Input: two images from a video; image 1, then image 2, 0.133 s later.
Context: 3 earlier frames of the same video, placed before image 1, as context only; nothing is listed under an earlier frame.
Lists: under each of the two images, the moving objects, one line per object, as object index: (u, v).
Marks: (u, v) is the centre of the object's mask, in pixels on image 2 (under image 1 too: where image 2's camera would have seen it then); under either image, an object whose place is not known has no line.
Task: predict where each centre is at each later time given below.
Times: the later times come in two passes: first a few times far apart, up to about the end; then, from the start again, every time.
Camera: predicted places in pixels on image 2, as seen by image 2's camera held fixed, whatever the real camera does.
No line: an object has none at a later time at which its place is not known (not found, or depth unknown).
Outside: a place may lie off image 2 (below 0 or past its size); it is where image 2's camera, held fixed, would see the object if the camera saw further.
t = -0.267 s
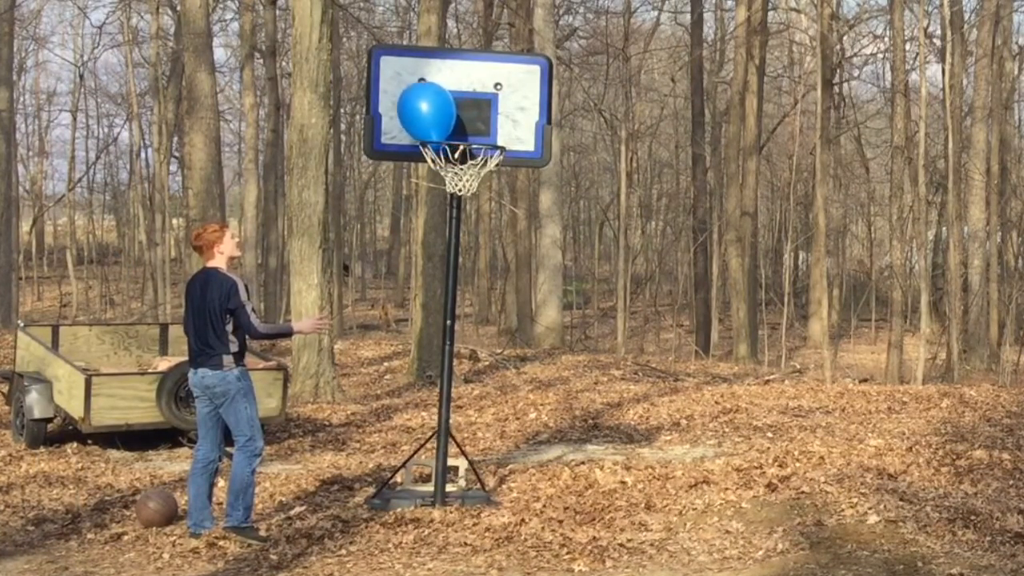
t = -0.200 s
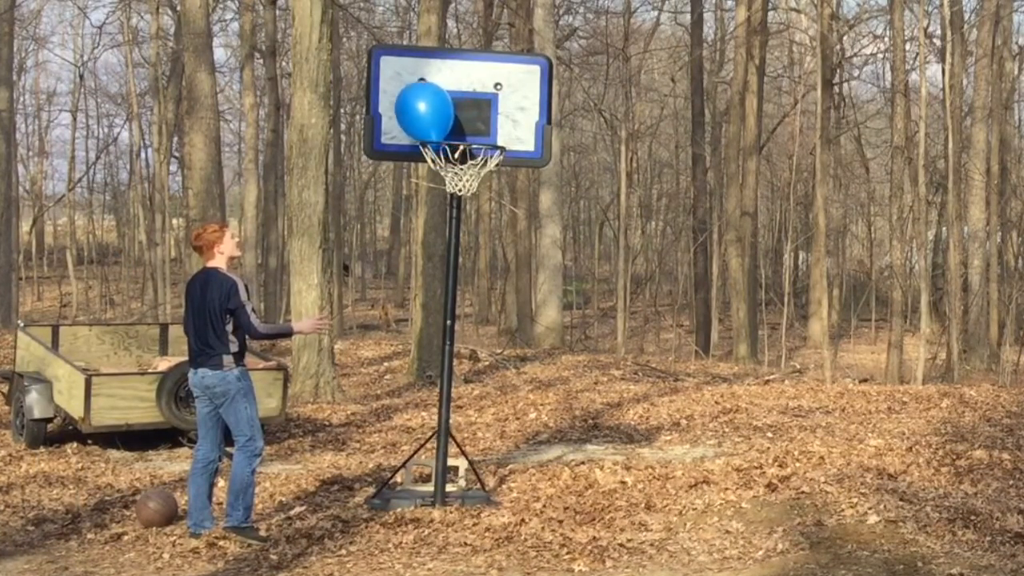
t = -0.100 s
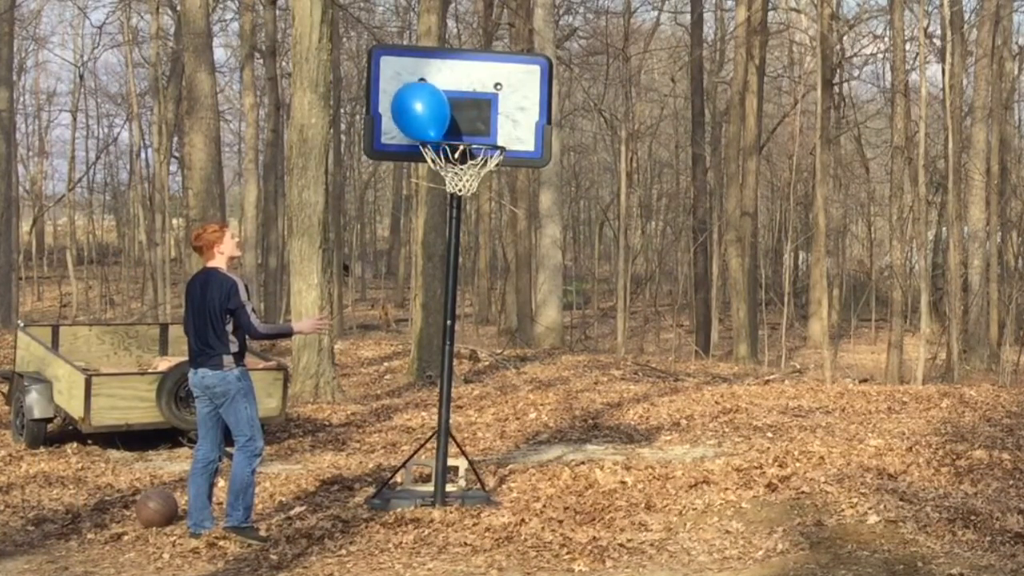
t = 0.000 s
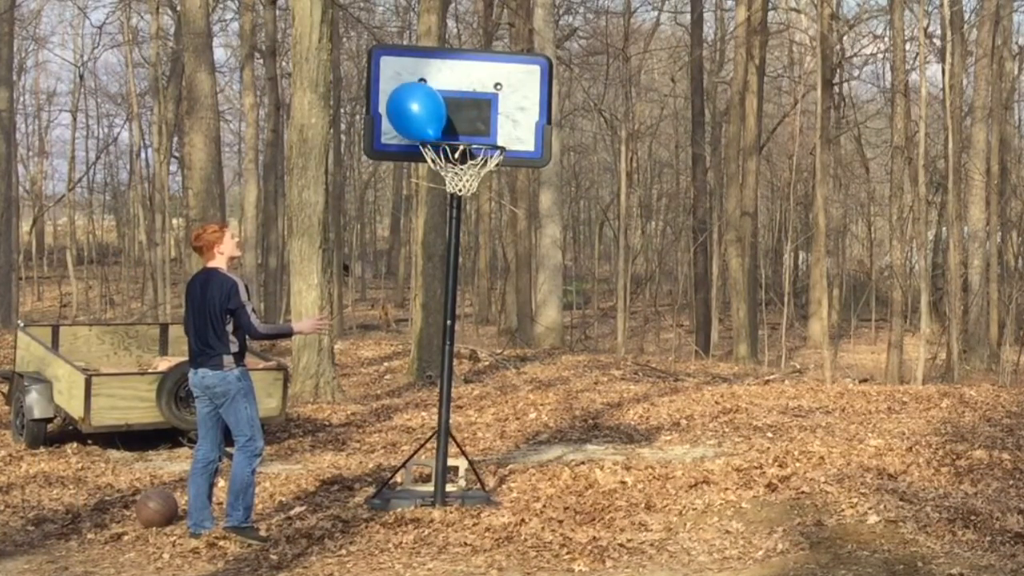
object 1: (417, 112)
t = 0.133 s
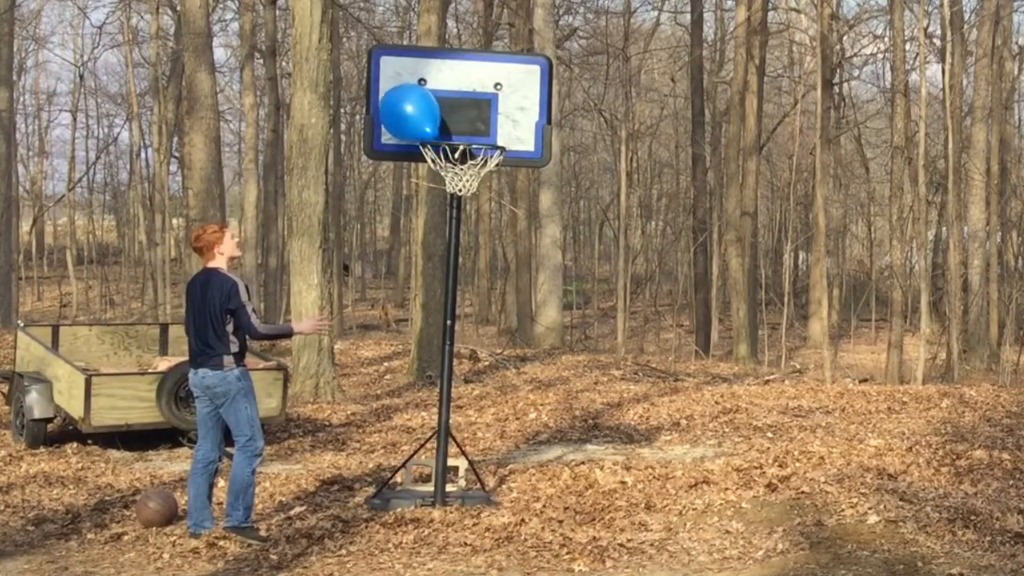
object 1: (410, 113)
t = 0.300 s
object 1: (401, 118)
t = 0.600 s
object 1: (380, 133)
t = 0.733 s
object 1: (369, 144)
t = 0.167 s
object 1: (408, 114)
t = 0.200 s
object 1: (407, 114)
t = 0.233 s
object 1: (405, 115)
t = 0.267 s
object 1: (403, 117)
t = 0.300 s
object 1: (401, 118)
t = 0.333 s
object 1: (399, 119)
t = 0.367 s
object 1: (396, 120)
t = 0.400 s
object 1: (394, 122)
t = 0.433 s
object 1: (393, 123)
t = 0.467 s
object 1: (390, 125)
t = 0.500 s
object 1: (387, 127)
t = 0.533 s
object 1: (385, 129)
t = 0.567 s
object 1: (382, 131)
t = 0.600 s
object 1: (380, 133)
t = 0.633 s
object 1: (377, 136)
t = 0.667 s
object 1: (375, 138)
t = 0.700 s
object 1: (372, 141)
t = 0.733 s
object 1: (369, 144)
